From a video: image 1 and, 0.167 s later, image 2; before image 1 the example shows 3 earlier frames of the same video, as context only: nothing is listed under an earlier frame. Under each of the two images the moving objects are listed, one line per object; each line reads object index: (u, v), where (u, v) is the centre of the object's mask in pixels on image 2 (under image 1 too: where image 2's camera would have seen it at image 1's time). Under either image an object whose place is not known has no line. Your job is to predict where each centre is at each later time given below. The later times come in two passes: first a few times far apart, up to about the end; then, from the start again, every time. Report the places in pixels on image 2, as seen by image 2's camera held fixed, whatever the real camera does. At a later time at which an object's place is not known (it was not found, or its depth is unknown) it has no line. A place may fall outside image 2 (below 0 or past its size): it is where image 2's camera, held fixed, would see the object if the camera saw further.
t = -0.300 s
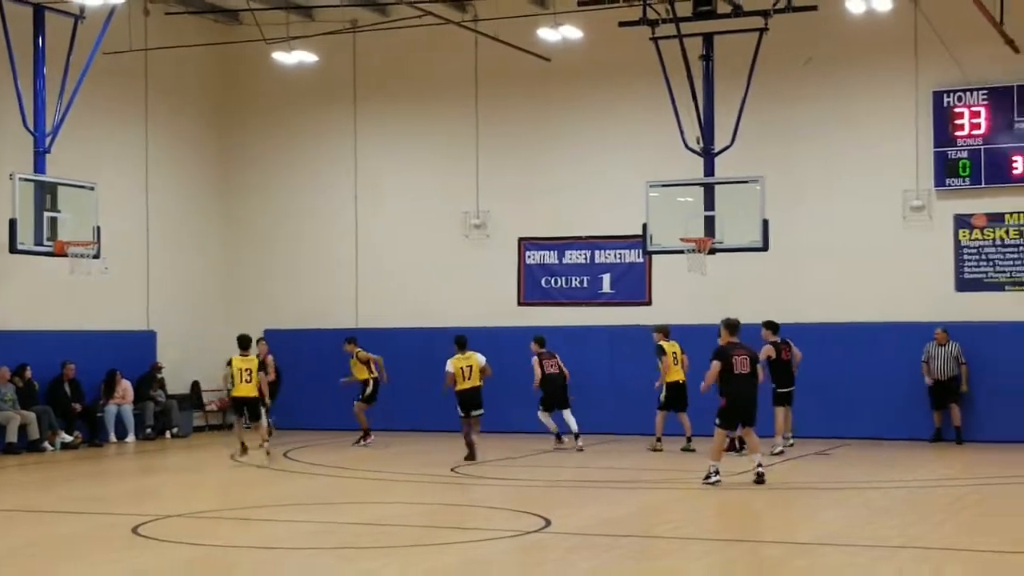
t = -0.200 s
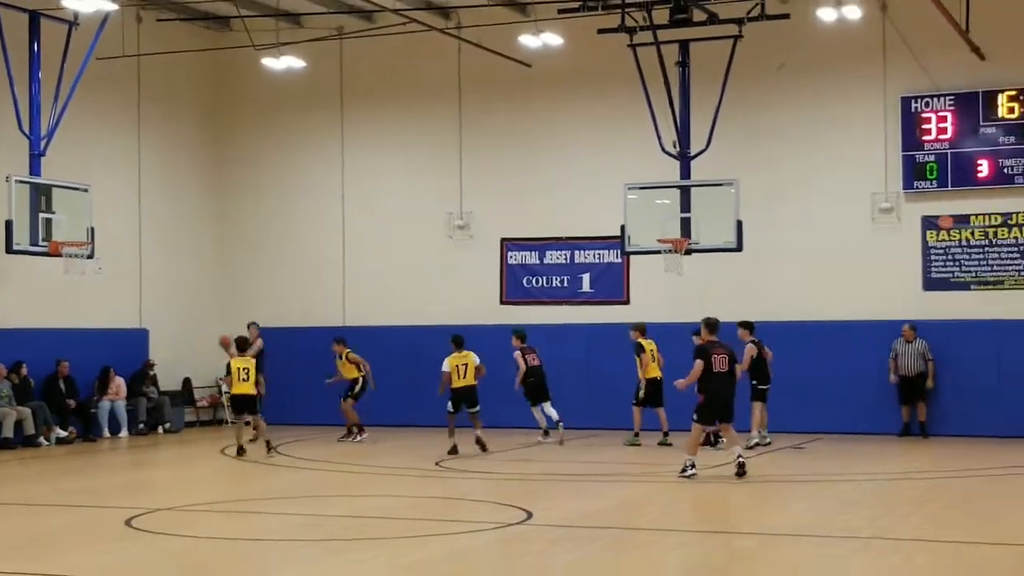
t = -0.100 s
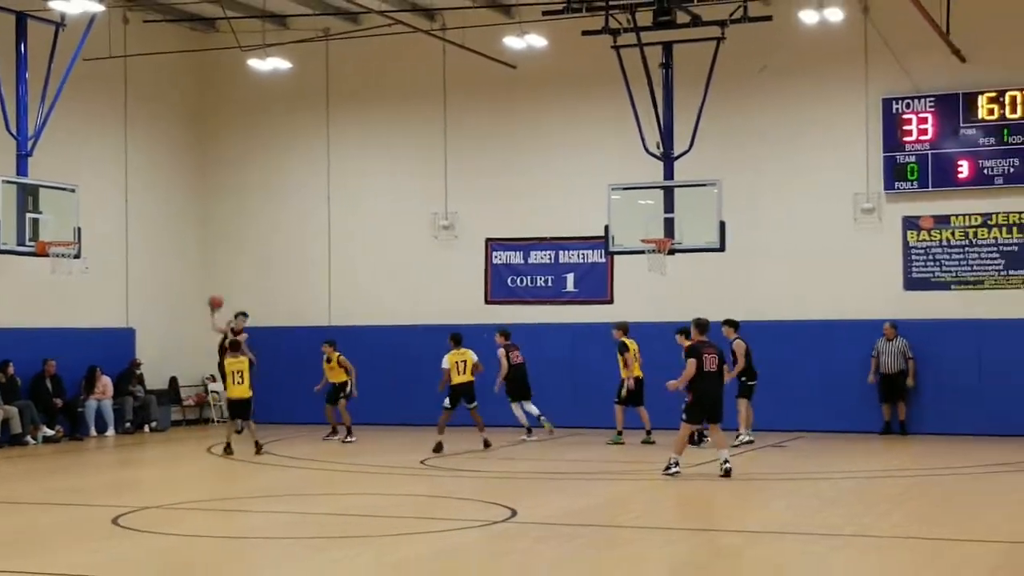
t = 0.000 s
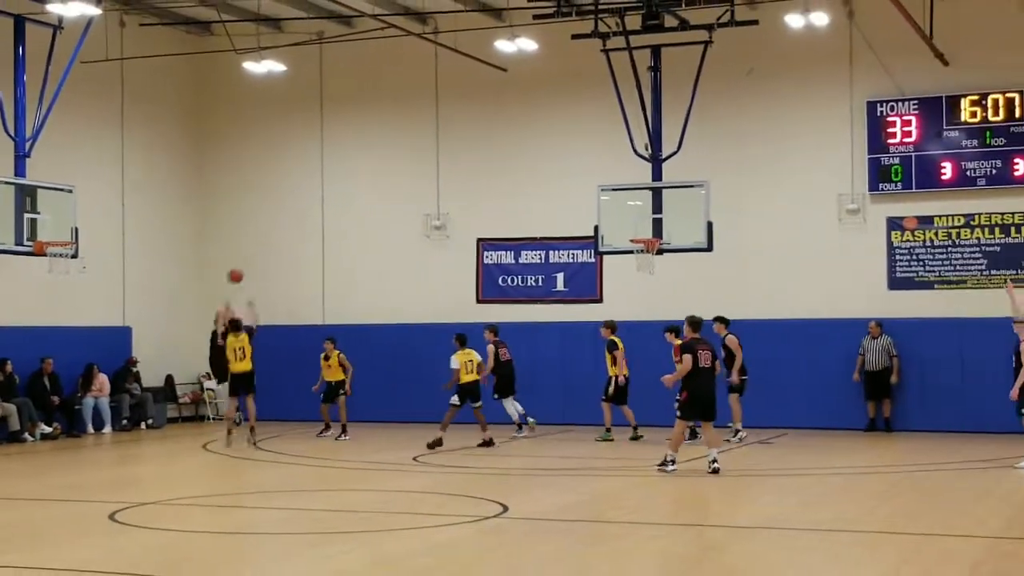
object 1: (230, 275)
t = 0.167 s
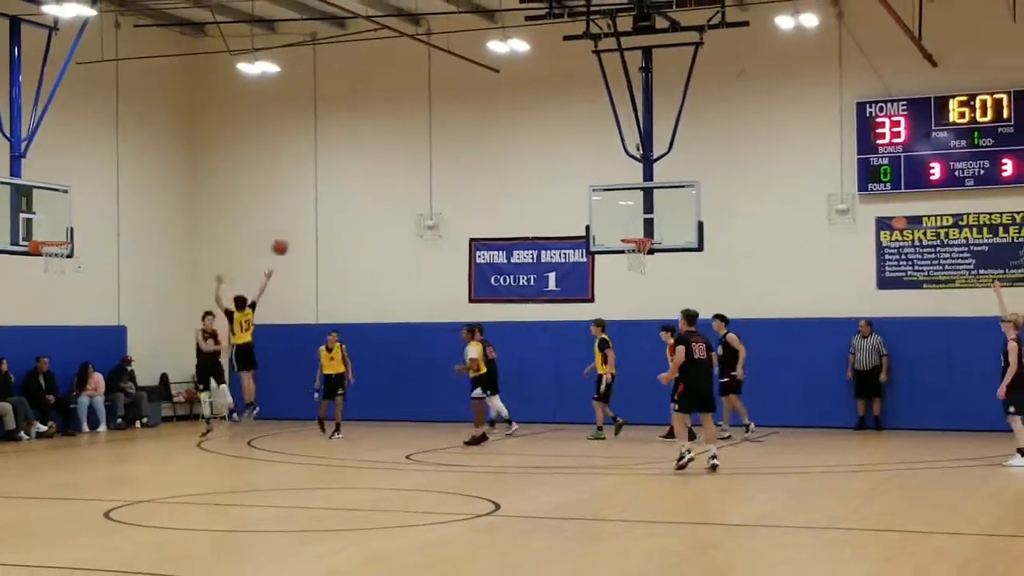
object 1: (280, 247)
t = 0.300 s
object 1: (322, 235)
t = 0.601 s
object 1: (429, 247)
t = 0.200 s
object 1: (290, 243)
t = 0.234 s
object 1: (300, 239)
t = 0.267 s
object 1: (311, 237)
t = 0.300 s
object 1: (322, 235)
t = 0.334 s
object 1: (333, 233)
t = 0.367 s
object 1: (344, 232)
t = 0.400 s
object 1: (356, 232)
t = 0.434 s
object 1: (367, 233)
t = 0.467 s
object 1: (379, 234)
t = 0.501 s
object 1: (391, 237)
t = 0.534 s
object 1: (404, 240)
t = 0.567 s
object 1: (417, 243)
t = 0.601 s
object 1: (429, 247)
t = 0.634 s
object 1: (443, 253)
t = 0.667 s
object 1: (456, 260)
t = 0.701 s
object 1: (471, 268)
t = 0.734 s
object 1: (484, 275)
